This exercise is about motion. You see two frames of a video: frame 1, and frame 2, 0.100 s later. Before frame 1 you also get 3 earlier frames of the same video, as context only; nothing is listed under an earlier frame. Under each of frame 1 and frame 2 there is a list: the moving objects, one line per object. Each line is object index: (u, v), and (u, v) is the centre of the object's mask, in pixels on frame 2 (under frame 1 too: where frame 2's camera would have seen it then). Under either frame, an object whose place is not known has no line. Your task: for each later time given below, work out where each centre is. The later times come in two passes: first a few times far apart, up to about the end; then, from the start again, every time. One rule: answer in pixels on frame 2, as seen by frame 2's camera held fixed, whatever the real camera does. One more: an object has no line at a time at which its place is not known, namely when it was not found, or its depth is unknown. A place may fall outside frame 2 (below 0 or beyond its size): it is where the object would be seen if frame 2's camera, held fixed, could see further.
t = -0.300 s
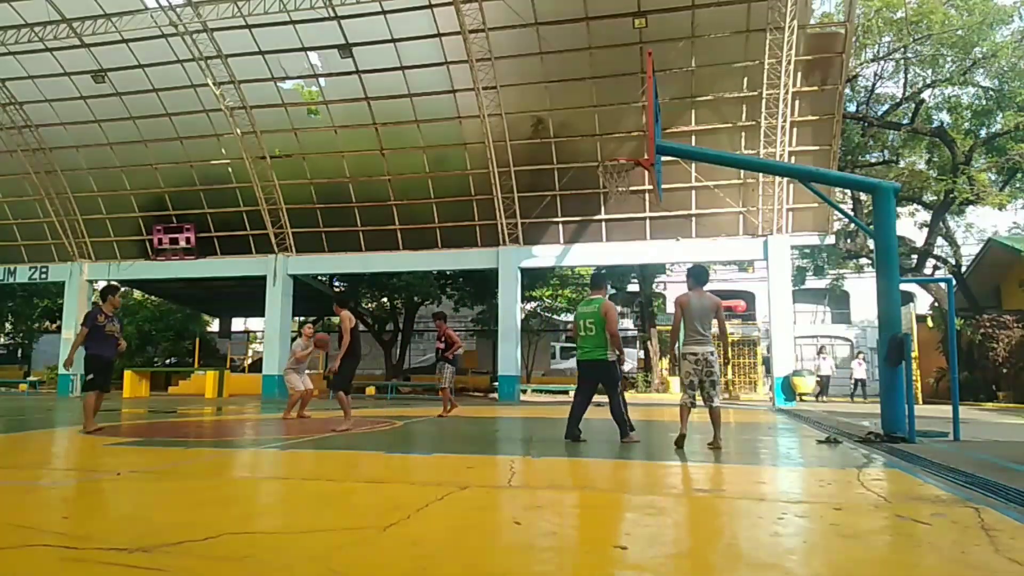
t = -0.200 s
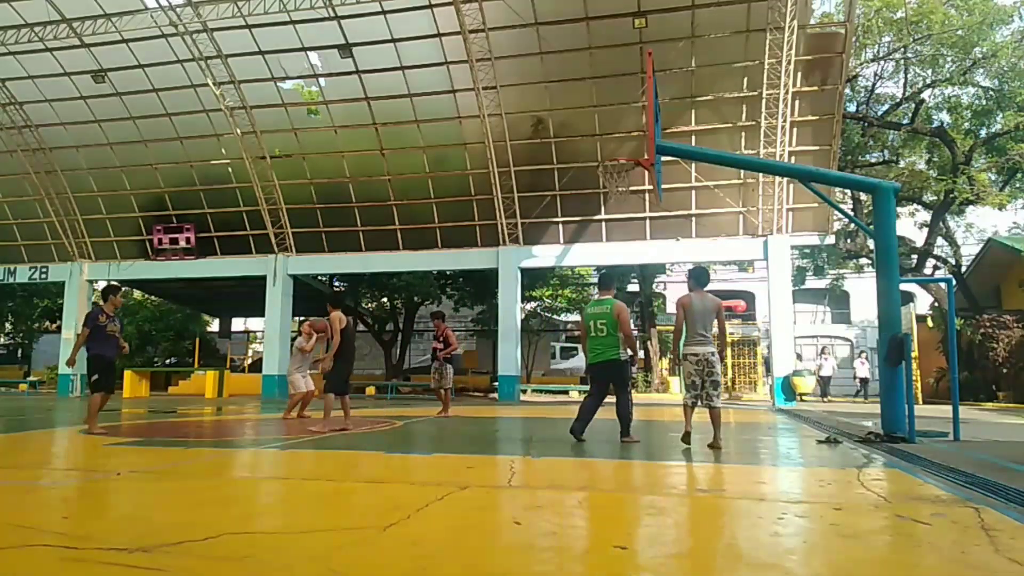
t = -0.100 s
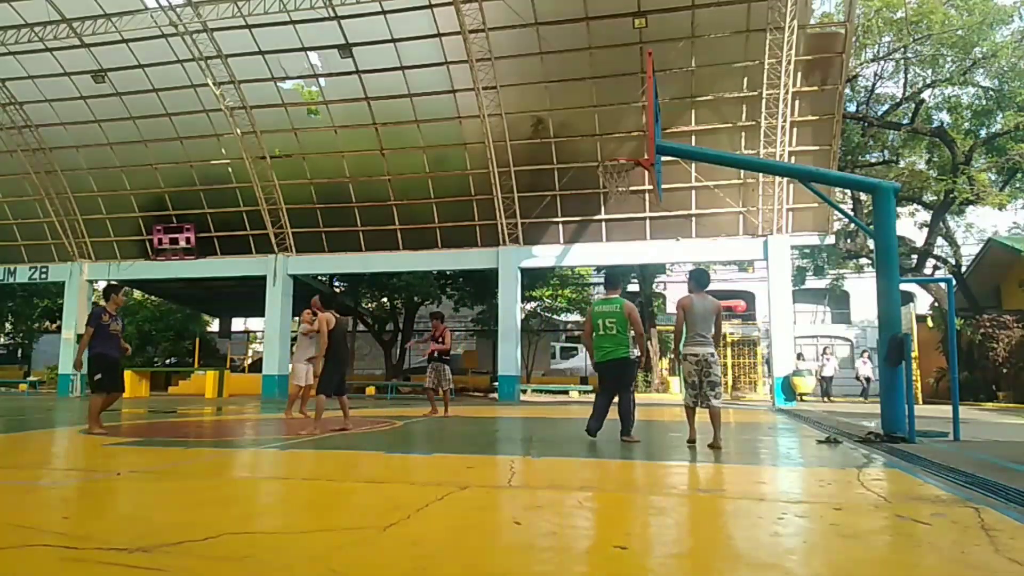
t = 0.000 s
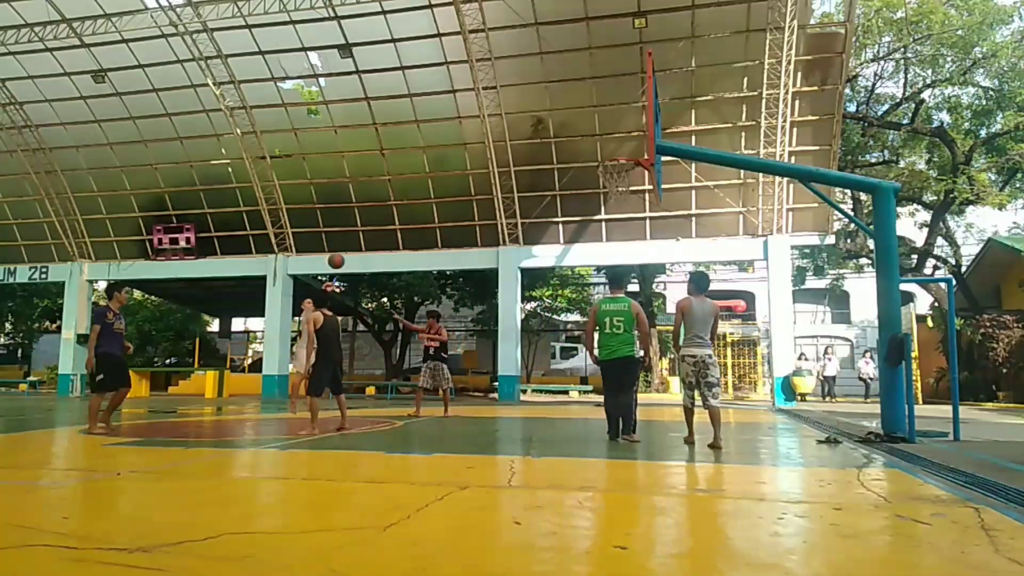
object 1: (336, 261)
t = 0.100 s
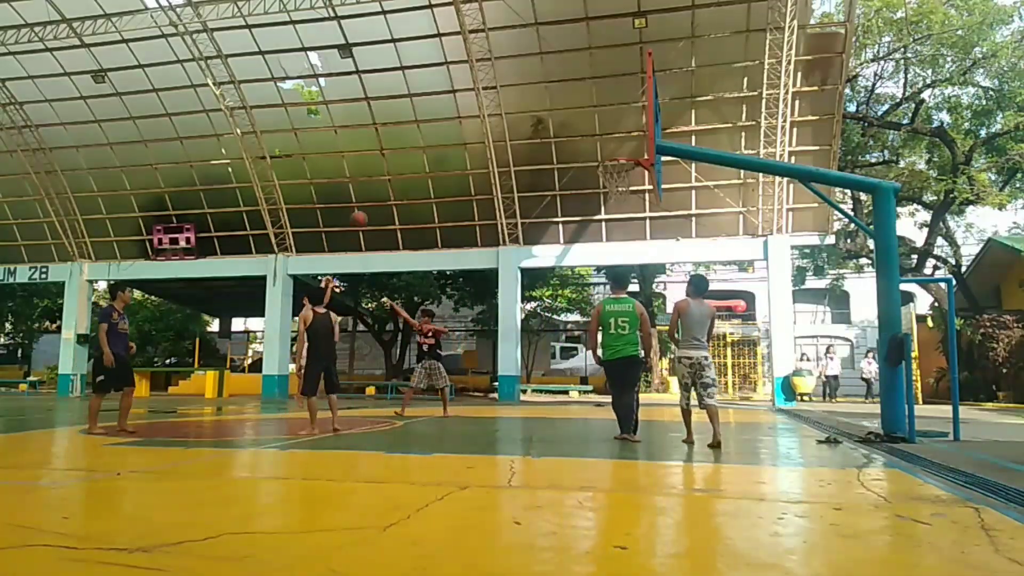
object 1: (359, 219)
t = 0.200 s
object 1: (381, 184)
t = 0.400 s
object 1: (429, 130)
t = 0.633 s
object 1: (487, 100)
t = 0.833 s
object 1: (541, 105)
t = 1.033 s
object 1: (600, 142)
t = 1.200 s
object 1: (621, 176)
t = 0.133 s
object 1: (366, 206)
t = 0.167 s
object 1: (374, 194)
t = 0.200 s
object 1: (381, 184)
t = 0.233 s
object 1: (389, 173)
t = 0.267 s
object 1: (397, 163)
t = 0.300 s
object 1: (405, 154)
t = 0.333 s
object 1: (413, 145)
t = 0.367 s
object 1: (421, 137)
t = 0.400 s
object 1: (429, 130)
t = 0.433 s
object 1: (437, 124)
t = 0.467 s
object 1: (445, 118)
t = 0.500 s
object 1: (454, 112)
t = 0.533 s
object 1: (462, 108)
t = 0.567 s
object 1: (470, 105)
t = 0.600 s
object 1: (479, 102)
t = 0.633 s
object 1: (487, 100)
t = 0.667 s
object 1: (496, 99)
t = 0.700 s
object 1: (505, 98)
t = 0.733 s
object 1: (514, 99)
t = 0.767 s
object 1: (523, 100)
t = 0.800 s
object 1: (532, 102)
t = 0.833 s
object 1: (541, 105)
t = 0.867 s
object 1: (551, 109)
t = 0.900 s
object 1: (561, 114)
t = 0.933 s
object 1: (570, 119)
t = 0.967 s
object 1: (580, 127)
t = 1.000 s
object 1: (590, 134)
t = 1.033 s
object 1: (600, 142)
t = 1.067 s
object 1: (611, 151)
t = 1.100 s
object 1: (624, 155)
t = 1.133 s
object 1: (625, 169)
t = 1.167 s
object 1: (624, 174)
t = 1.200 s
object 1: (621, 176)
